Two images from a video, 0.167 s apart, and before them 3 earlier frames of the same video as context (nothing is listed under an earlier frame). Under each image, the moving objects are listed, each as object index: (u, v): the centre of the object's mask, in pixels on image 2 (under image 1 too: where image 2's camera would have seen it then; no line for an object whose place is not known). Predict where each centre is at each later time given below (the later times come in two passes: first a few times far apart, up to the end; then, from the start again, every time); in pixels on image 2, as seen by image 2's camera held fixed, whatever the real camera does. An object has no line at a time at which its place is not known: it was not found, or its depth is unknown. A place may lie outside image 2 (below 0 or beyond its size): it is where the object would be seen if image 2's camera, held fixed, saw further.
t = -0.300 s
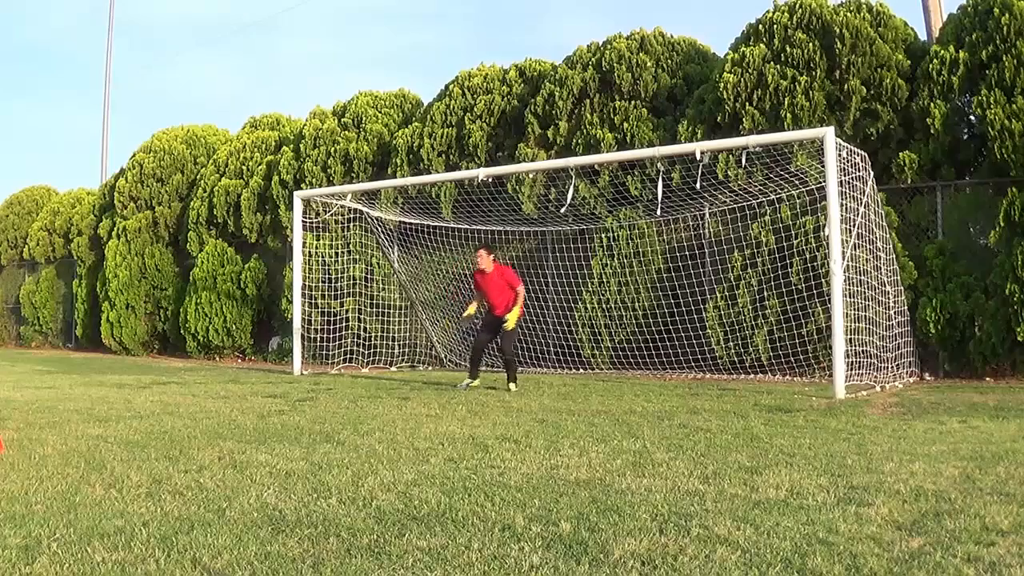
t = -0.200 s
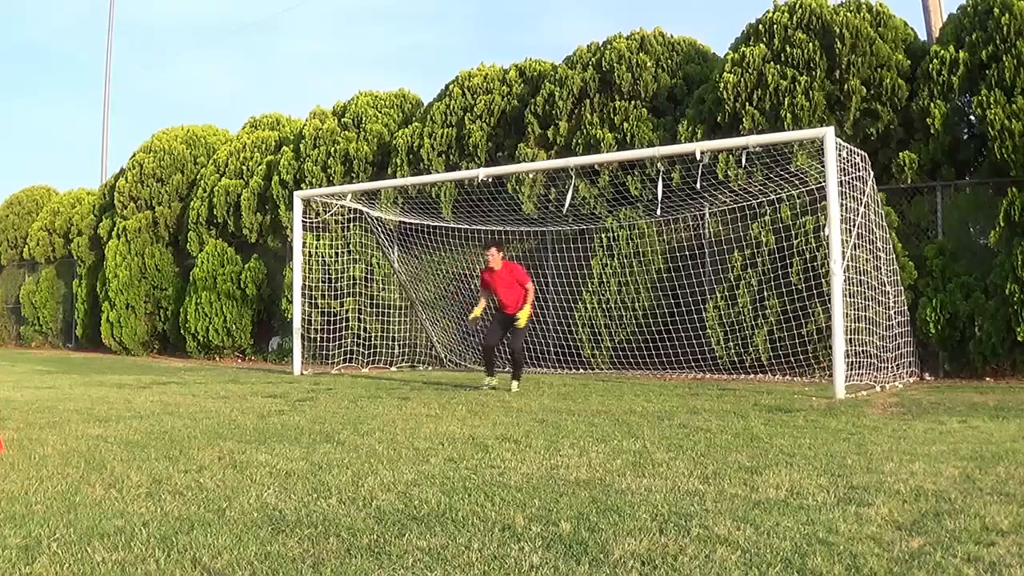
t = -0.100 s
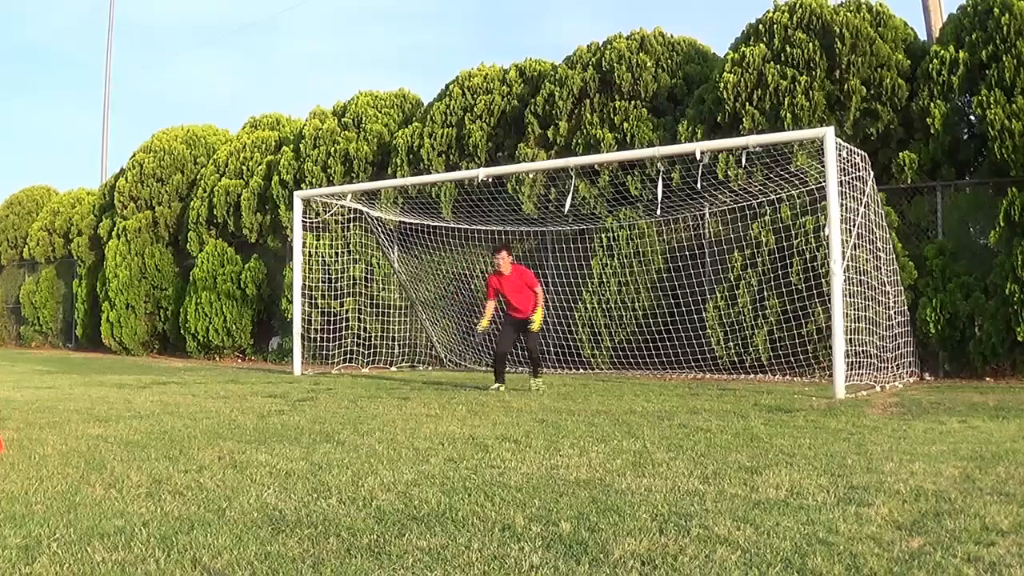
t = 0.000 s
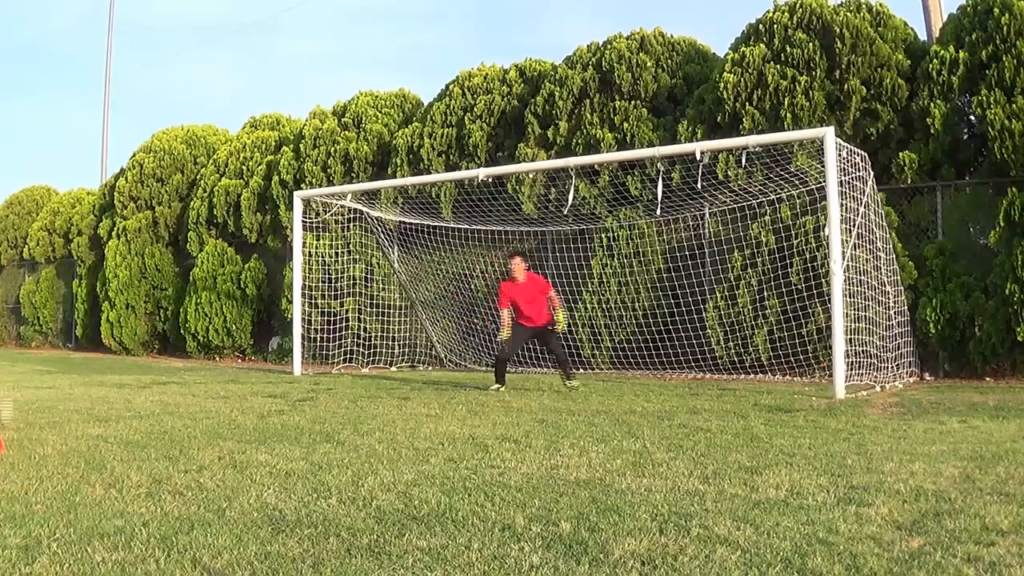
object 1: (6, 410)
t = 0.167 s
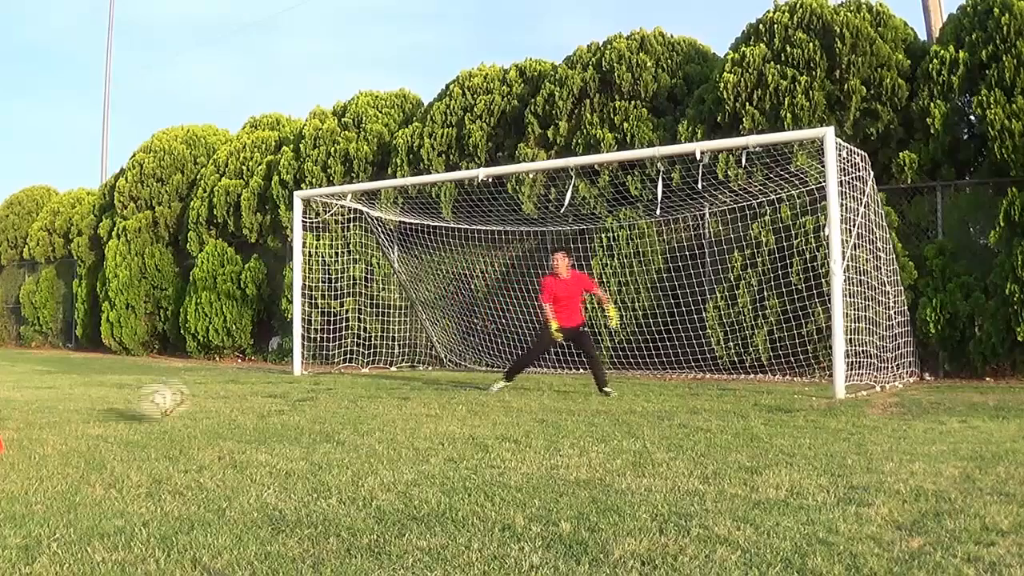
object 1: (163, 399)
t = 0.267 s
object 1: (261, 397)
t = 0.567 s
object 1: (507, 383)
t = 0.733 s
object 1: (615, 401)
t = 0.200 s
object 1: (195, 395)
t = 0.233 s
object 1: (229, 395)
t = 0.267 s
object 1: (261, 397)
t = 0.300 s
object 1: (291, 401)
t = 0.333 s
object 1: (320, 405)
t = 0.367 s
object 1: (352, 410)
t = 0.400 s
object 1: (381, 405)
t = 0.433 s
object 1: (407, 395)
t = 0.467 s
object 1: (434, 390)
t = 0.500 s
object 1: (458, 386)
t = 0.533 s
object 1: (483, 383)
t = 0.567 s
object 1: (507, 383)
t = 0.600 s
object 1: (531, 384)
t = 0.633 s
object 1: (551, 385)
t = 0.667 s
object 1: (575, 388)
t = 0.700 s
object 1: (596, 394)
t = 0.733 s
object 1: (615, 401)
